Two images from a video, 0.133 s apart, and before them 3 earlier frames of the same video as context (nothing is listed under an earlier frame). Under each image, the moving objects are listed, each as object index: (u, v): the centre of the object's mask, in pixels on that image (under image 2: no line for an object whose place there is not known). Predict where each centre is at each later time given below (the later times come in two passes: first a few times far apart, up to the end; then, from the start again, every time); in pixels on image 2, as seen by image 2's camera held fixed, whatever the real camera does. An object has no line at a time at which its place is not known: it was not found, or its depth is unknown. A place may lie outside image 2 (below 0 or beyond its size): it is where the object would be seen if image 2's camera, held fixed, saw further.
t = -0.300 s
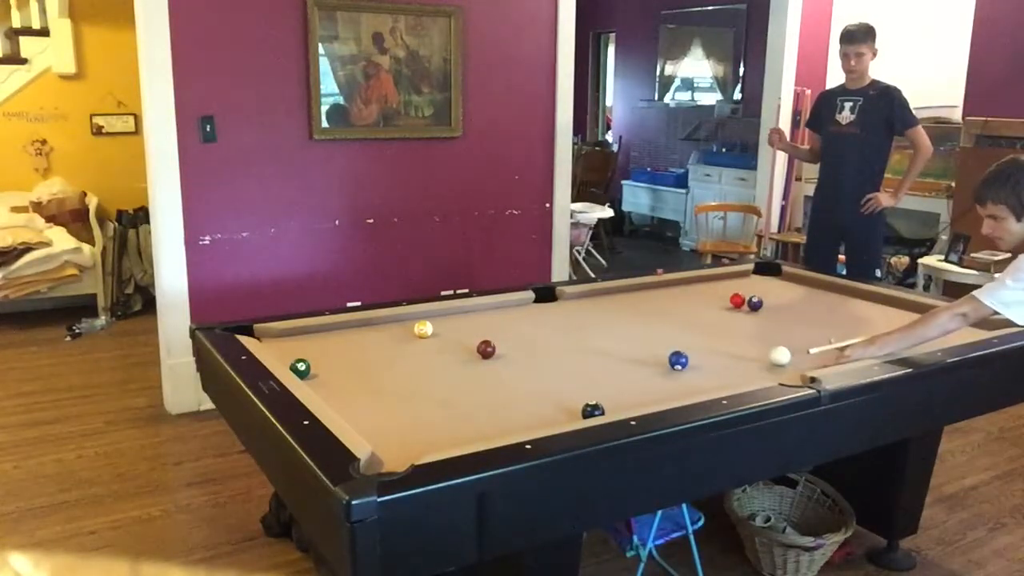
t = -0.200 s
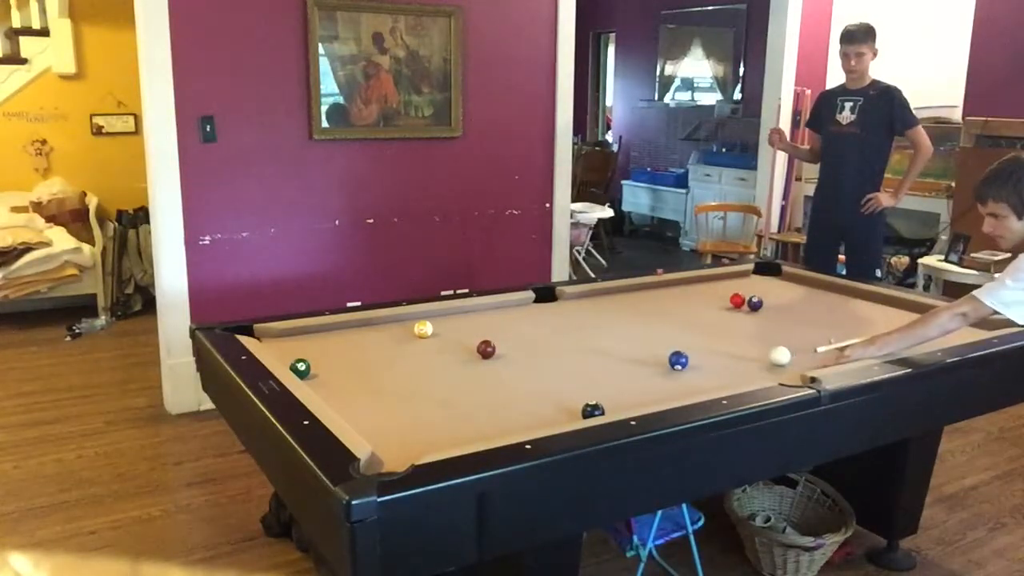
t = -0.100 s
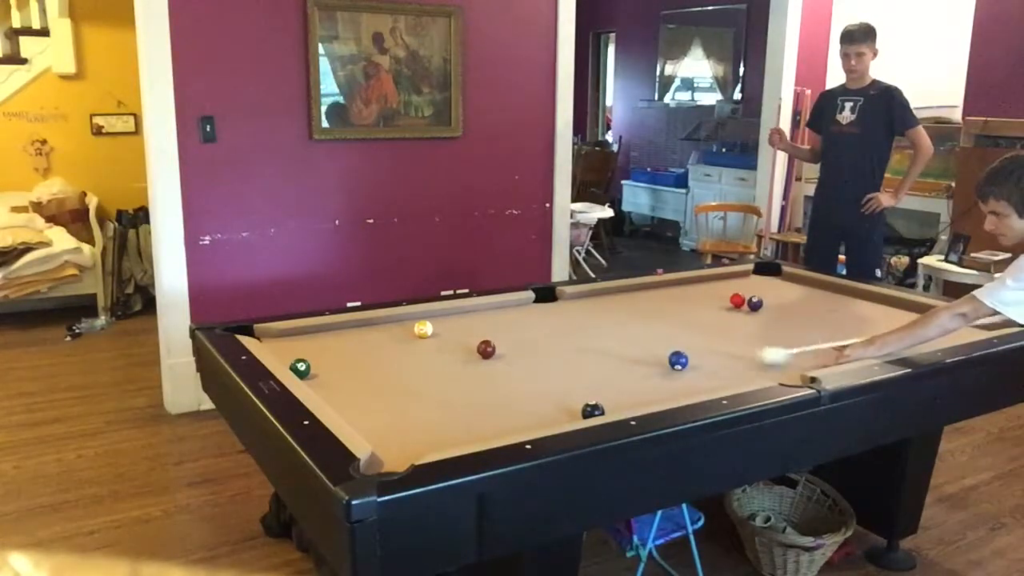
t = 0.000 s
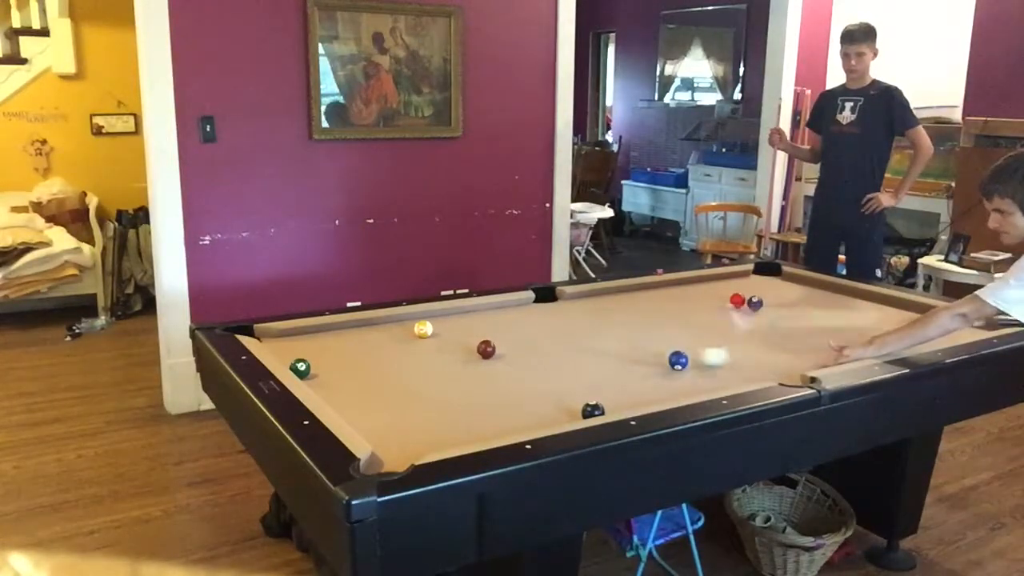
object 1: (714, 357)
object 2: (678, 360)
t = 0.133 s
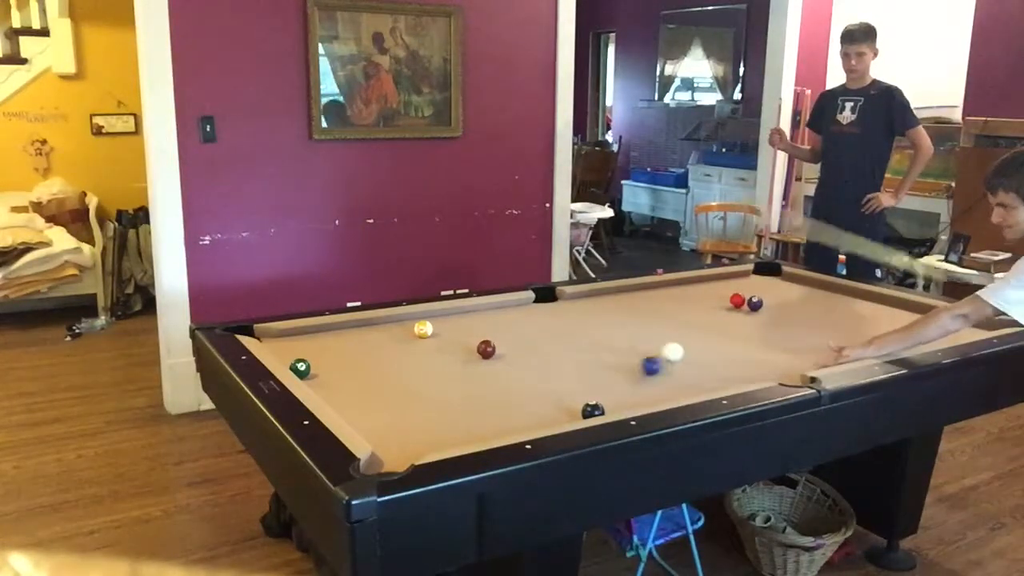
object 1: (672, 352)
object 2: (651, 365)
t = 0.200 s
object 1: (655, 349)
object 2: (636, 369)
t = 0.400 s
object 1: (610, 341)
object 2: (591, 379)
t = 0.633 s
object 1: (561, 332)
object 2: (534, 390)
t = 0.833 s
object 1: (523, 325)
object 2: (483, 398)
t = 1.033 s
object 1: (489, 318)
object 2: (431, 408)
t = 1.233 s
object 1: (457, 313)
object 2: (376, 416)
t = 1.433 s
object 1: (448, 313)
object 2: (373, 416)
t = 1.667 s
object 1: (450, 317)
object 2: (408, 408)
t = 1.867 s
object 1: (452, 320)
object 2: (435, 402)
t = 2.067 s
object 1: (453, 323)
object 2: (459, 397)
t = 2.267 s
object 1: (455, 326)
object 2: (480, 392)
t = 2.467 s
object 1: (457, 329)
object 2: (500, 387)
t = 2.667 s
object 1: (459, 331)
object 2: (517, 384)
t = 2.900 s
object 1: (461, 334)
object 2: (536, 380)
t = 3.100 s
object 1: (463, 335)
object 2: (551, 377)
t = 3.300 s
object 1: (463, 336)
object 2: (563, 374)
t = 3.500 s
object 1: (463, 336)
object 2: (575, 373)
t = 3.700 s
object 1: (463, 337)
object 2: (584, 372)
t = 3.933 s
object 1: (463, 336)
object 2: (592, 370)
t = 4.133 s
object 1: (463, 336)
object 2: (598, 369)
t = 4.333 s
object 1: (463, 336)
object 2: (602, 369)
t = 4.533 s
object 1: (463, 336)
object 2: (604, 369)
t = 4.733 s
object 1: (463, 336)
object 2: (606, 369)
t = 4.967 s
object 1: (463, 337)
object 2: (606, 369)
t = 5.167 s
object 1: (463, 337)
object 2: (605, 369)
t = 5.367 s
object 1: (463, 336)
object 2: (606, 369)
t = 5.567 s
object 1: (463, 336)
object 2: (606, 369)
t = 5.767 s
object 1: (463, 337)
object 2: (606, 369)
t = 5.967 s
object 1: (463, 337)
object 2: (606, 369)
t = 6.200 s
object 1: (463, 337)
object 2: (606, 369)
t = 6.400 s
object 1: (463, 336)
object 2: (605, 369)
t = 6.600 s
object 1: (463, 337)
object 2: (606, 369)
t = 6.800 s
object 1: (463, 336)
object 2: (605, 369)
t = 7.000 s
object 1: (463, 336)
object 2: (606, 369)
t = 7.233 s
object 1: (463, 336)
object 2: (606, 369)
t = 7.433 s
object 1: (463, 336)
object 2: (606, 369)
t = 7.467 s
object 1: (463, 336)
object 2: (606, 369)
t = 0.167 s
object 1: (664, 351)
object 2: (644, 368)
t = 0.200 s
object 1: (655, 349)
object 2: (636, 369)
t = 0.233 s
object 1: (648, 347)
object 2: (629, 371)
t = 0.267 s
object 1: (639, 346)
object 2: (621, 372)
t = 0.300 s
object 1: (632, 345)
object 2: (613, 374)
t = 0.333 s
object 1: (624, 343)
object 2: (605, 376)
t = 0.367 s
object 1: (617, 342)
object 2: (598, 377)
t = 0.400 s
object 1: (610, 341)
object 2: (591, 379)
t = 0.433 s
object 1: (602, 339)
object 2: (583, 380)
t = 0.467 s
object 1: (595, 338)
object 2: (574, 382)
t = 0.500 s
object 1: (588, 336)
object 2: (567, 383)
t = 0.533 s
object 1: (581, 335)
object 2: (559, 385)
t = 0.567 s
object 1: (574, 334)
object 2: (550, 387)
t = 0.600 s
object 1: (568, 333)
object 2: (542, 388)
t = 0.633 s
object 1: (561, 332)
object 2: (534, 390)
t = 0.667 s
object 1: (555, 331)
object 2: (526, 391)
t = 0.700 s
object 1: (548, 329)
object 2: (517, 393)
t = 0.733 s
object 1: (542, 328)
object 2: (509, 394)
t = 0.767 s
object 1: (535, 327)
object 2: (501, 396)
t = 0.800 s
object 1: (529, 326)
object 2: (493, 397)
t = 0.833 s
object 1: (523, 325)
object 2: (483, 398)
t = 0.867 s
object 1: (517, 324)
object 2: (475, 400)
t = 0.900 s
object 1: (511, 323)
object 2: (466, 401)
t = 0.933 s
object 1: (506, 321)
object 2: (457, 403)
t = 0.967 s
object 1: (500, 320)
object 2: (448, 405)
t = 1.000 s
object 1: (494, 319)
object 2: (440, 406)
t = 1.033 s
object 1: (489, 318)
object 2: (431, 408)
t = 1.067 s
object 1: (483, 317)
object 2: (421, 409)
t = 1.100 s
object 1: (478, 317)
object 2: (412, 410)
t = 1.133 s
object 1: (472, 316)
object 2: (403, 412)
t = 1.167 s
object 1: (467, 315)
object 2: (394, 413)
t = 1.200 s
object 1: (462, 314)
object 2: (385, 415)
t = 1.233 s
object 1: (457, 313)
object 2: (376, 416)
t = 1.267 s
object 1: (452, 312)
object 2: (368, 418)
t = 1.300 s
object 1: (447, 311)
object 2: (359, 419)
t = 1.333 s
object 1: (447, 311)
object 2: (357, 419)
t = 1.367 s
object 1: (447, 312)
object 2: (361, 419)
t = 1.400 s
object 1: (448, 312)
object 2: (367, 417)
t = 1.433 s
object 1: (448, 313)
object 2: (373, 416)
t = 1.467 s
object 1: (448, 314)
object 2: (378, 415)
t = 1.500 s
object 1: (448, 314)
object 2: (384, 414)
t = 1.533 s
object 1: (449, 315)
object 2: (388, 413)
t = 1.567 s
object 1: (449, 316)
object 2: (394, 412)
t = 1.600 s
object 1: (450, 316)
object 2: (399, 411)
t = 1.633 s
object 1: (450, 317)
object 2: (404, 410)
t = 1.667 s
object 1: (450, 317)
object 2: (408, 408)
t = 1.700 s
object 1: (451, 318)
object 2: (413, 407)
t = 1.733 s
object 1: (451, 318)
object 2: (418, 406)
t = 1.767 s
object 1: (452, 319)
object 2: (422, 405)
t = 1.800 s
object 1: (452, 319)
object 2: (427, 404)
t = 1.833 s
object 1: (452, 320)
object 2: (431, 403)
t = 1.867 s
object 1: (452, 320)
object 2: (435, 402)
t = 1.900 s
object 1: (453, 321)
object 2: (439, 401)
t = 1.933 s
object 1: (453, 321)
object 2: (444, 400)
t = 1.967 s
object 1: (453, 322)
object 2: (447, 399)
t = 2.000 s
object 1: (453, 322)
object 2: (451, 398)
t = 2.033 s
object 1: (453, 323)
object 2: (455, 397)
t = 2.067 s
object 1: (453, 323)
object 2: (459, 397)
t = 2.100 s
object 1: (454, 324)
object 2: (463, 396)
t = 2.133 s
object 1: (454, 324)
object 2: (466, 395)
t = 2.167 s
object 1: (454, 325)
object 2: (470, 394)
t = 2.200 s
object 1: (455, 325)
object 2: (473, 393)
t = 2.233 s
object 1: (455, 326)
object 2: (477, 392)
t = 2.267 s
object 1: (455, 326)
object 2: (480, 392)
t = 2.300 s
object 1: (456, 327)
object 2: (483, 391)
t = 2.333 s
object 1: (456, 327)
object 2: (487, 390)
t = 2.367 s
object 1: (456, 328)
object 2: (490, 390)
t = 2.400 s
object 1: (456, 328)
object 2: (493, 389)
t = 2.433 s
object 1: (457, 329)
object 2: (497, 388)
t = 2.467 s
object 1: (457, 329)
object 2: (500, 387)
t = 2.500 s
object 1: (457, 329)
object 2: (503, 386)
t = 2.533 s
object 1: (458, 330)
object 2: (506, 386)
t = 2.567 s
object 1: (458, 330)
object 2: (509, 385)
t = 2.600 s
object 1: (458, 331)
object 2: (512, 385)
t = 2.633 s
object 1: (459, 331)
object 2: (515, 384)
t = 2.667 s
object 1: (459, 331)
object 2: (517, 384)
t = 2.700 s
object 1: (459, 332)
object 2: (520, 383)
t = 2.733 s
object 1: (460, 332)
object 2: (523, 383)
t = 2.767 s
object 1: (460, 332)
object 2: (526, 382)
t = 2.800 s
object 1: (460, 333)
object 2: (528, 381)
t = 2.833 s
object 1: (461, 333)
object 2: (531, 381)
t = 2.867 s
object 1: (461, 333)
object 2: (533, 380)
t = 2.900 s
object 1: (461, 334)
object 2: (536, 380)
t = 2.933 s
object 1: (462, 334)
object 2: (539, 380)
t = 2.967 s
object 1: (462, 334)
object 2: (541, 379)
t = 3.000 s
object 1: (462, 335)
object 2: (543, 378)
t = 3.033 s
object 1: (462, 335)
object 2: (546, 378)
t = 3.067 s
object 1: (462, 335)
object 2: (548, 377)
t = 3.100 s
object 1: (463, 335)
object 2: (551, 377)
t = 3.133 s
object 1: (462, 335)
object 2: (553, 376)
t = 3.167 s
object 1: (463, 336)
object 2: (555, 376)
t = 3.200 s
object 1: (463, 336)
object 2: (557, 376)
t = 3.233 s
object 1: (463, 336)
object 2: (559, 375)
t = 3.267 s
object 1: (463, 336)
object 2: (562, 375)
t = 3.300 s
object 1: (463, 336)
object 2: (563, 374)
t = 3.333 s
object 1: (463, 336)
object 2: (565, 374)
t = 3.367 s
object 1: (463, 336)
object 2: (567, 374)
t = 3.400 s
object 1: (463, 336)
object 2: (569, 374)
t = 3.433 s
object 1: (463, 336)
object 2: (571, 373)
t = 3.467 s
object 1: (463, 336)
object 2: (573, 373)
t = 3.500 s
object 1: (463, 336)
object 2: (575, 373)
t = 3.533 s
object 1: (463, 336)
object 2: (576, 373)
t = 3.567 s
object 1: (463, 336)
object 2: (578, 372)
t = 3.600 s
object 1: (463, 337)
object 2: (579, 372)
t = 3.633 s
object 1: (463, 337)
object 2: (581, 372)
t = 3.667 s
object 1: (463, 336)
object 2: (582, 372)
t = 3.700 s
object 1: (463, 337)
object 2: (584, 372)
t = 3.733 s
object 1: (463, 337)
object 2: (585, 371)
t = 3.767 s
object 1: (463, 336)
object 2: (586, 371)
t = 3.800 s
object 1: (463, 337)
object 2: (588, 371)
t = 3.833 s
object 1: (463, 336)
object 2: (589, 371)
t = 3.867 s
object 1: (463, 336)
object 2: (590, 370)
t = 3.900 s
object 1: (463, 336)
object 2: (592, 370)
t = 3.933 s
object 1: (463, 336)
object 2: (592, 370)
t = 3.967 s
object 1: (463, 336)
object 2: (594, 370)
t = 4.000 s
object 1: (463, 336)
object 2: (595, 370)
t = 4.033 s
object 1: (463, 336)
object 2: (595, 370)
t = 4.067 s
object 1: (463, 336)
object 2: (596, 369)
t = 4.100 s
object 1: (463, 336)
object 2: (597, 369)
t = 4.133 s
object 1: (463, 336)
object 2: (598, 369)
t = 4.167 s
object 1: (463, 336)
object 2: (599, 369)
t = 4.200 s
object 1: (463, 336)
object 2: (599, 369)
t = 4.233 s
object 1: (463, 336)
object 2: (600, 369)
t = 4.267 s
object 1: (463, 336)
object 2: (600, 369)
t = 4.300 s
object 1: (463, 336)
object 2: (601, 369)
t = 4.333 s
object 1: (463, 336)
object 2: (602, 369)
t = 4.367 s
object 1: (463, 336)
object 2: (602, 369)
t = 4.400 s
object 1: (463, 336)
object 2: (603, 369)
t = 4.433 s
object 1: (463, 336)
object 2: (603, 369)
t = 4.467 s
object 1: (463, 336)
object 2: (604, 369)
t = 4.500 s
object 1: (463, 336)
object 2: (604, 369)
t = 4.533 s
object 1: (463, 336)
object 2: (604, 369)
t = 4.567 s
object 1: (463, 336)
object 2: (604, 369)
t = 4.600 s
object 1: (463, 336)
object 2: (605, 369)
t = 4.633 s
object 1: (463, 337)
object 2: (605, 369)
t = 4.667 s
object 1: (463, 336)
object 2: (605, 369)
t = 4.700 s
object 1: (463, 337)
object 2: (606, 369)
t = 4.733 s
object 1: (463, 336)
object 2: (606, 369)
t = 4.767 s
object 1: (463, 337)
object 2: (606, 369)
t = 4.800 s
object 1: (463, 336)
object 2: (606, 369)
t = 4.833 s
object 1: (463, 336)
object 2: (606, 369)
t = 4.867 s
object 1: (463, 336)
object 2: (606, 369)
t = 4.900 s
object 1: (463, 337)
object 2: (606, 369)
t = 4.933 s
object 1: (463, 337)
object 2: (605, 369)
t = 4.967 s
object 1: (463, 337)
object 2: (606, 369)
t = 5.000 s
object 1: (463, 337)
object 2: (606, 369)
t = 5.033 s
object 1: (463, 337)
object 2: (606, 369)
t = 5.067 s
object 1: (463, 336)
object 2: (606, 369)
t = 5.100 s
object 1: (463, 336)
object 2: (605, 369)
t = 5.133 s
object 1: (463, 336)
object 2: (605, 369)
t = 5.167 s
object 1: (463, 337)
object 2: (605, 369)
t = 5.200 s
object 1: (463, 336)
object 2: (606, 369)
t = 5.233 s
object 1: (463, 336)
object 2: (606, 369)
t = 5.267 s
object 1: (463, 336)
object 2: (606, 369)
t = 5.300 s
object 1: (463, 336)
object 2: (605, 369)
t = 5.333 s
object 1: (463, 336)
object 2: (606, 369)
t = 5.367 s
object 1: (463, 336)
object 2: (606, 369)
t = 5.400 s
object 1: (463, 336)
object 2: (606, 369)
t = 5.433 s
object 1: (463, 336)
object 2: (606, 369)
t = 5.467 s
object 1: (463, 336)
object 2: (606, 369)
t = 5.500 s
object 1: (463, 336)
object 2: (606, 369)
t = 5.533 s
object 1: (463, 336)
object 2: (606, 369)
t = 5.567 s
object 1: (463, 336)
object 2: (606, 369)
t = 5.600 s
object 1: (463, 336)
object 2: (606, 369)
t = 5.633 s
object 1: (463, 336)
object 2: (605, 369)
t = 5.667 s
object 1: (463, 336)
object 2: (606, 369)
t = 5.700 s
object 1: (463, 336)
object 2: (606, 369)
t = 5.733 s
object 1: (463, 337)
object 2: (605, 369)
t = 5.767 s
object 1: (463, 337)
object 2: (606, 369)
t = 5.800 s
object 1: (463, 337)
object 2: (605, 369)
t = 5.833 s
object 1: (463, 337)
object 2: (606, 369)
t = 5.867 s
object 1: (463, 337)
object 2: (606, 369)
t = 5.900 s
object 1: (463, 337)
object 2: (606, 369)
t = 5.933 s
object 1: (463, 336)
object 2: (606, 369)
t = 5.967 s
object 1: (463, 337)
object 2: (606, 369)
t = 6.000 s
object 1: (463, 337)
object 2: (606, 369)
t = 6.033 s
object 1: (463, 337)
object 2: (606, 369)
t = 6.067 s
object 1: (463, 337)
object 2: (605, 369)
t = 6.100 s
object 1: (463, 337)
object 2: (605, 369)
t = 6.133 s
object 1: (463, 337)
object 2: (605, 369)
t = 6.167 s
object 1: (463, 337)
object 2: (606, 369)
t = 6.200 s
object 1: (463, 337)
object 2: (606, 369)
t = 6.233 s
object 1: (463, 337)
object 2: (605, 369)
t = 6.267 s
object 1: (463, 336)
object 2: (606, 369)
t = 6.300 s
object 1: (463, 336)
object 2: (606, 369)
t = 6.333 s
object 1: (463, 336)
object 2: (606, 369)
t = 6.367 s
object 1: (463, 337)
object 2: (605, 369)
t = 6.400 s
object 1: (463, 336)
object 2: (605, 369)
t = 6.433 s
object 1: (463, 337)
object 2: (605, 369)
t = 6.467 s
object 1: (463, 336)
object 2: (606, 369)
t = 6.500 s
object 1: (463, 336)
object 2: (605, 369)
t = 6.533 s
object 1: (463, 337)
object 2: (606, 369)
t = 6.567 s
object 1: (463, 337)
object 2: (606, 369)
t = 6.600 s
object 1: (463, 337)
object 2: (606, 369)
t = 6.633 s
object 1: (463, 336)
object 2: (606, 369)
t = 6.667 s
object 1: (463, 337)
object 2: (606, 369)
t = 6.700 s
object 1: (463, 337)
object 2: (606, 369)
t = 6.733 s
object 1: (463, 336)
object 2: (606, 369)
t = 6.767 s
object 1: (463, 337)
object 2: (606, 369)
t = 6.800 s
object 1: (463, 336)
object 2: (605, 369)
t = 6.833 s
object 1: (463, 336)
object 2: (605, 369)
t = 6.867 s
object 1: (463, 336)
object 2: (605, 369)
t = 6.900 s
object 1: (463, 336)
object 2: (606, 369)
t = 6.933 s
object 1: (463, 336)
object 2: (606, 369)
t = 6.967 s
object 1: (463, 336)
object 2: (606, 369)
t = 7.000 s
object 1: (463, 336)
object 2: (606, 369)
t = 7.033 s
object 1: (463, 337)
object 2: (606, 369)
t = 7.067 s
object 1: (463, 336)
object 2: (606, 369)
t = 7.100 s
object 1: (463, 336)
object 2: (605, 369)
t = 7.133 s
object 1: (463, 336)
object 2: (605, 369)
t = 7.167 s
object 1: (463, 336)
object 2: (606, 369)
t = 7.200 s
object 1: (463, 336)
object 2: (606, 369)
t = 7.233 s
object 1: (463, 336)
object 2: (606, 369)
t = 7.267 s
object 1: (463, 336)
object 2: (606, 369)
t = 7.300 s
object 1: (463, 336)
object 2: (606, 369)
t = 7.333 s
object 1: (463, 336)
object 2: (606, 369)
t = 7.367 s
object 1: (463, 336)
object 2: (606, 369)
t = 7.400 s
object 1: (463, 336)
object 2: (606, 369)
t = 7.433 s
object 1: (463, 336)
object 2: (606, 369)
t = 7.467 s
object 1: (463, 336)
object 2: (606, 369)
